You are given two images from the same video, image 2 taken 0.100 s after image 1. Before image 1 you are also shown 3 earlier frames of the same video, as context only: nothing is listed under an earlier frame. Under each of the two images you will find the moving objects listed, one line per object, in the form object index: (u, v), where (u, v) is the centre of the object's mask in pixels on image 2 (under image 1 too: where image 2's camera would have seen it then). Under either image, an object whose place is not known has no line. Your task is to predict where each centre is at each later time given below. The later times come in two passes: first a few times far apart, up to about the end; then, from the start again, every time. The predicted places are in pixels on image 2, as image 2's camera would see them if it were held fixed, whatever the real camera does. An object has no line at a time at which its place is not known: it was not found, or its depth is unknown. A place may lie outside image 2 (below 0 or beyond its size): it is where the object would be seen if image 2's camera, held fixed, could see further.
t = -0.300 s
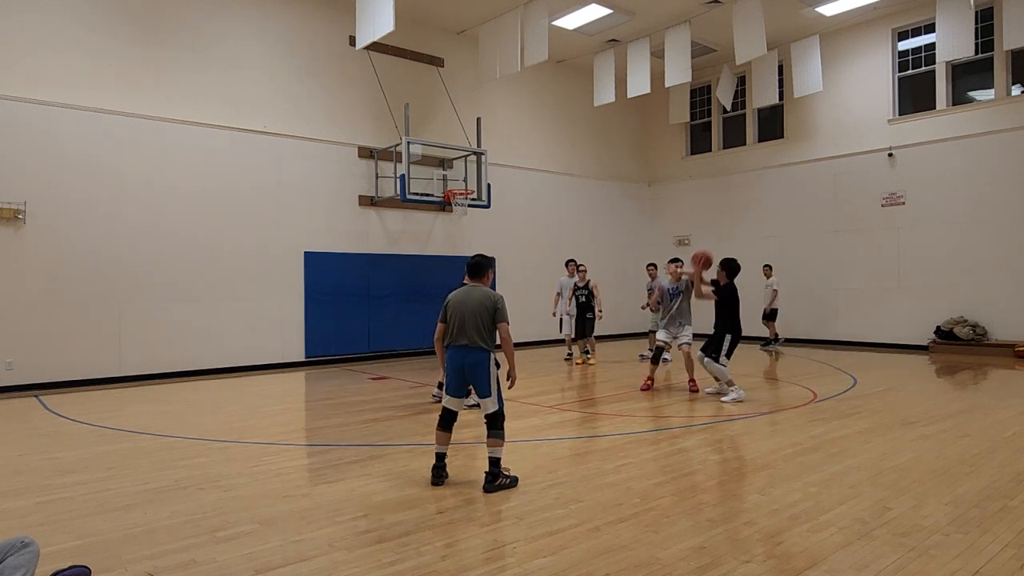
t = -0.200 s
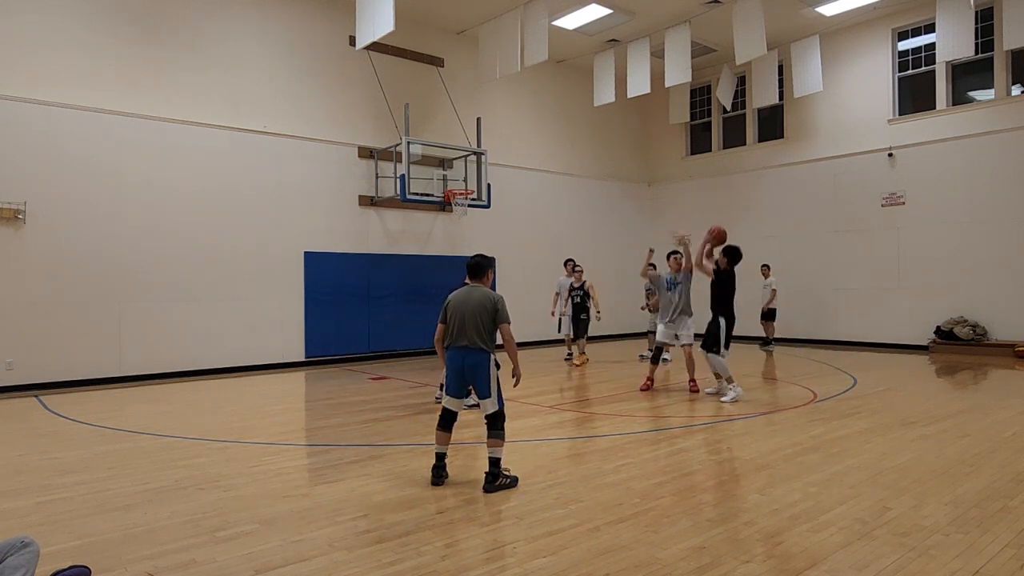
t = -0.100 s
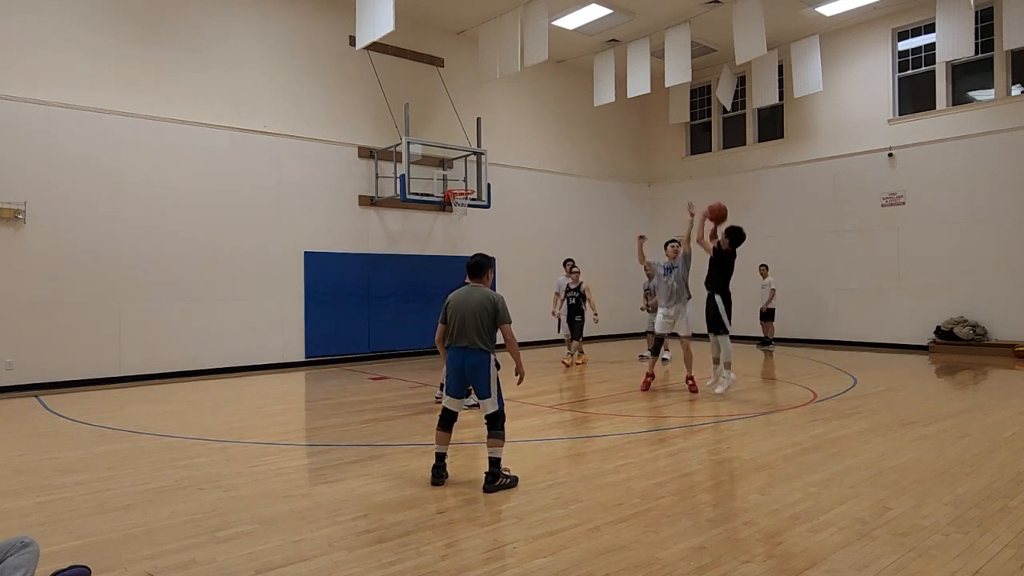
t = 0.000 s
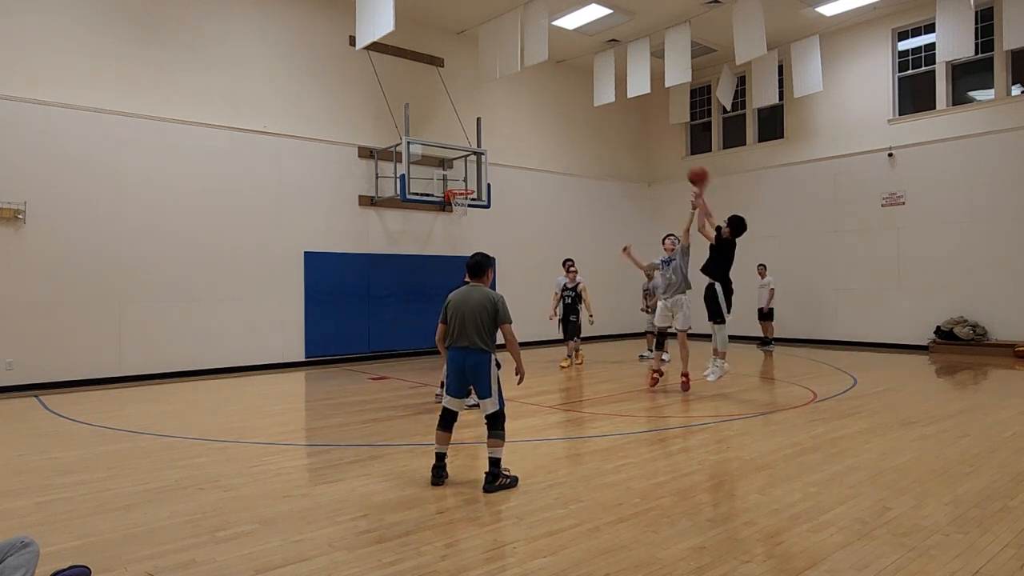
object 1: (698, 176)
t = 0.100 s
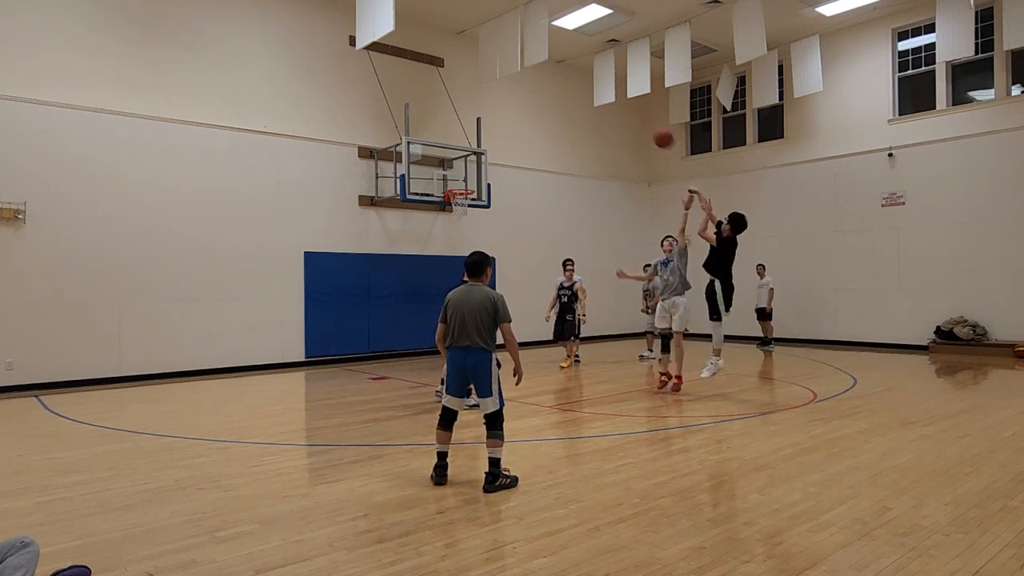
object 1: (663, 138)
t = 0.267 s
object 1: (613, 99)
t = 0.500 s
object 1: (554, 82)
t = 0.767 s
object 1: (500, 106)
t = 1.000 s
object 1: (460, 157)
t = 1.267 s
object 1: (432, 169)
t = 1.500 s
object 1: (431, 166)
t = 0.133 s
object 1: (652, 128)
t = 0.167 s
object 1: (642, 120)
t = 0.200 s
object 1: (632, 112)
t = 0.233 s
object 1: (622, 105)
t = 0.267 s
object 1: (613, 99)
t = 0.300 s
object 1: (603, 93)
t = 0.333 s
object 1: (594, 90)
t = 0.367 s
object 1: (586, 86)
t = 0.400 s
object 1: (577, 84)
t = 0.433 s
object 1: (569, 83)
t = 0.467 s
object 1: (561, 82)
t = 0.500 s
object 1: (554, 82)
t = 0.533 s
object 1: (546, 83)
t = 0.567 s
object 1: (539, 84)
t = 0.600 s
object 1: (533, 86)
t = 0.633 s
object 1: (525, 89)
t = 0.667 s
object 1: (519, 92)
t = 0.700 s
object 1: (512, 96)
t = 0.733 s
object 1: (506, 101)
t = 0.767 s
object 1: (500, 106)
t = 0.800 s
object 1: (493, 112)
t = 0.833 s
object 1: (487, 118)
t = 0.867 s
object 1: (482, 124)
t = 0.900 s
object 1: (476, 132)
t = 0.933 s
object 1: (470, 140)
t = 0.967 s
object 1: (466, 147)
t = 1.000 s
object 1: (460, 157)
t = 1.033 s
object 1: (454, 166)
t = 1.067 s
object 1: (449, 175)
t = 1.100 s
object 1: (444, 185)
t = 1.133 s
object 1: (438, 182)
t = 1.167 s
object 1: (433, 179)
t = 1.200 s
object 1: (432, 175)
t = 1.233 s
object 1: (432, 172)
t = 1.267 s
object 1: (432, 169)
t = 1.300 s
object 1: (432, 167)
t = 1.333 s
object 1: (431, 165)
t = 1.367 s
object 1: (431, 165)
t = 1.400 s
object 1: (431, 165)
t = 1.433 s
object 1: (431, 164)
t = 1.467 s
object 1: (431, 165)
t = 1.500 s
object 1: (431, 166)
